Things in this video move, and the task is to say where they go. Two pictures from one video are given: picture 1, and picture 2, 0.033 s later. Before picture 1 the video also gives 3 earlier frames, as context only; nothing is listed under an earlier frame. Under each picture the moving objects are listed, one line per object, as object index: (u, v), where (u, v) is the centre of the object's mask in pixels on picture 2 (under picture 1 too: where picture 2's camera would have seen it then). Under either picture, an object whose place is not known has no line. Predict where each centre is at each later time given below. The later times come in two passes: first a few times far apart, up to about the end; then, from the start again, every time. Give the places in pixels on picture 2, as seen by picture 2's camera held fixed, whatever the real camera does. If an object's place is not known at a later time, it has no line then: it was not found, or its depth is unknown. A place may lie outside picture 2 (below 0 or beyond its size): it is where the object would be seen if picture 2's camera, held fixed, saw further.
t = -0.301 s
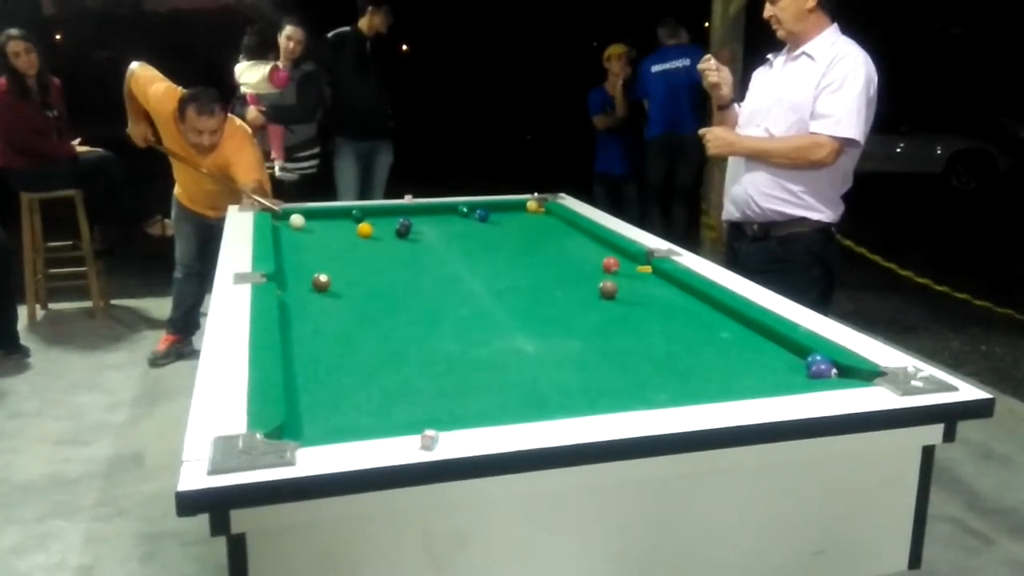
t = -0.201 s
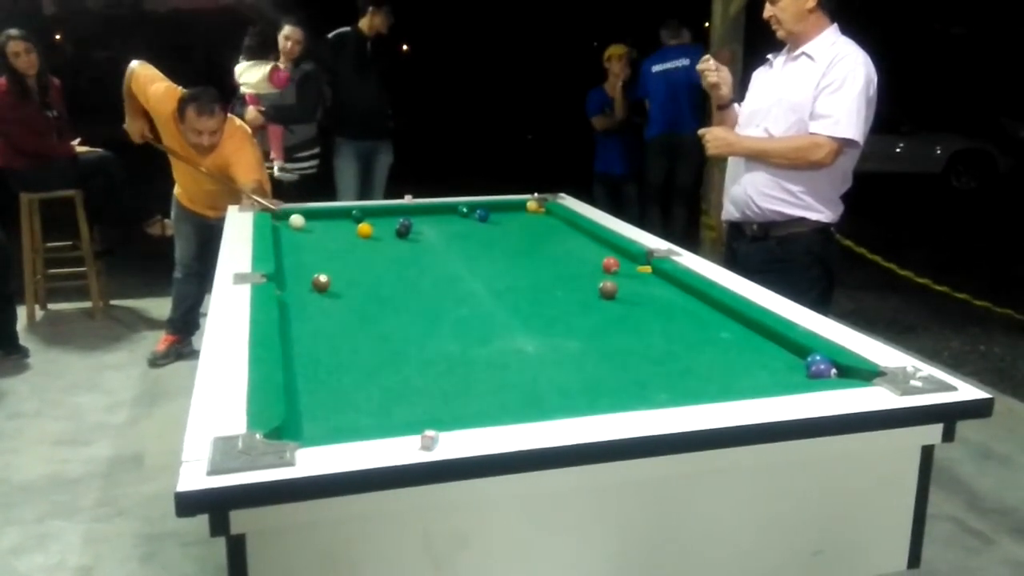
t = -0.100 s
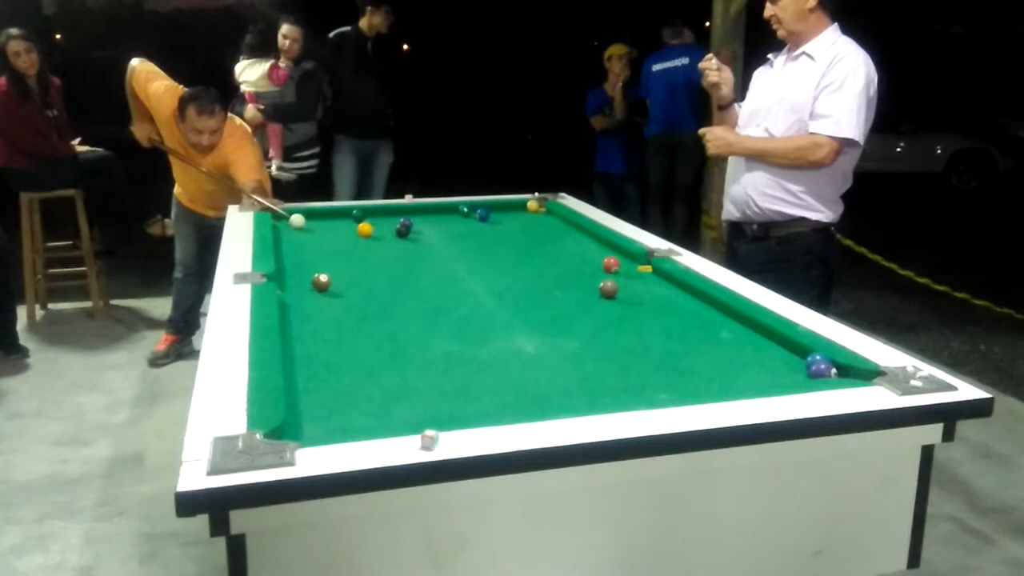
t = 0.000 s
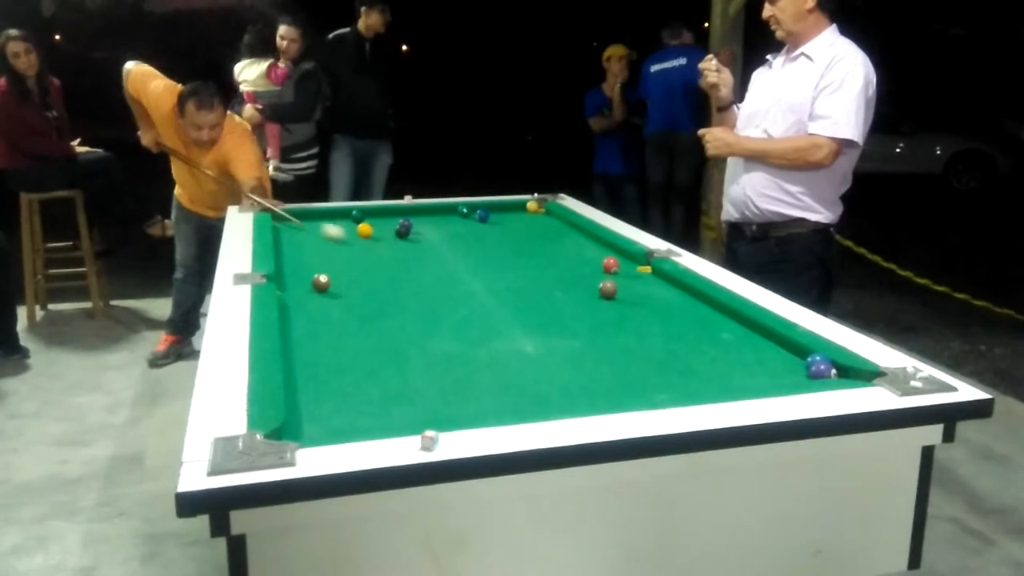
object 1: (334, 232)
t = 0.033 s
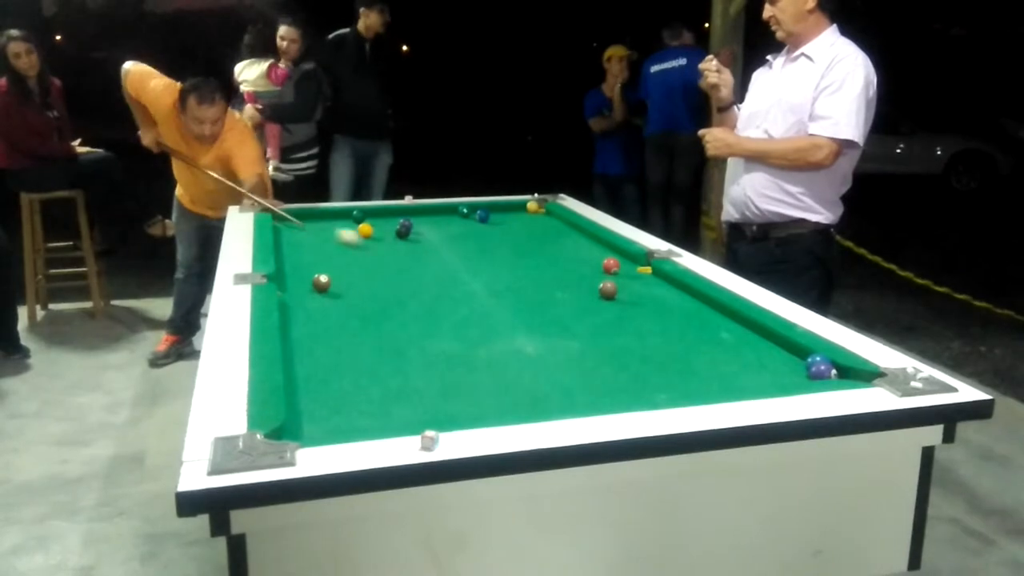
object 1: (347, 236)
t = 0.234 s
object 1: (438, 263)
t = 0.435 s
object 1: (550, 296)
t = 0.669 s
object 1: (730, 350)
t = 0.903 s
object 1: (779, 368)
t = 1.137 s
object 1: (753, 349)
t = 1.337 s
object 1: (734, 334)
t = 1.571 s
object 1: (715, 319)
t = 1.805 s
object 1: (698, 307)
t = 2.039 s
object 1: (684, 296)
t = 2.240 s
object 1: (673, 288)
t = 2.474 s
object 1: (662, 280)
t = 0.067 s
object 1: (363, 241)
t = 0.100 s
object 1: (377, 245)
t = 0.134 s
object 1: (392, 250)
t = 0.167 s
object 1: (408, 254)
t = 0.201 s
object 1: (422, 259)
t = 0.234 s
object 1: (438, 263)
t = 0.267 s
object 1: (455, 269)
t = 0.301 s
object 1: (472, 273)
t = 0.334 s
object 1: (491, 279)
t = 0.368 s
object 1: (510, 285)
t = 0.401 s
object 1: (529, 290)
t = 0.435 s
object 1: (550, 296)
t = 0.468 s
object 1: (572, 303)
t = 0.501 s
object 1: (595, 310)
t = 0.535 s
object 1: (619, 317)
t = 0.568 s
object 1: (643, 324)
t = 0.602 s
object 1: (670, 332)
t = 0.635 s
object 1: (699, 341)
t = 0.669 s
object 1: (730, 350)
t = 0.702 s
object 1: (761, 360)
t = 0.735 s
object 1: (788, 367)
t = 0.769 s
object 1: (796, 371)
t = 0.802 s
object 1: (801, 373)
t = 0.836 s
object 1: (794, 372)
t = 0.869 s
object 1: (786, 370)
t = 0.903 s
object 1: (779, 368)
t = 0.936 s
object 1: (775, 366)
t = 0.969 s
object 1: (771, 362)
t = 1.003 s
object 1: (768, 359)
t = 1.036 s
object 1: (764, 357)
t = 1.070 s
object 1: (760, 354)
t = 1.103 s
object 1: (757, 352)
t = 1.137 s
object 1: (753, 349)
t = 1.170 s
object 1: (750, 346)
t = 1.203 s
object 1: (747, 344)
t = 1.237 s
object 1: (744, 341)
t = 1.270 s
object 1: (740, 339)
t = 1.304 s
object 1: (738, 337)
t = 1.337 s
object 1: (734, 334)
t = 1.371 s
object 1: (731, 332)
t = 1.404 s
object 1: (728, 330)
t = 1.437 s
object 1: (726, 328)
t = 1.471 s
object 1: (723, 325)
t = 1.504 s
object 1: (720, 323)
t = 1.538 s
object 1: (717, 321)
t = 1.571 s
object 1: (715, 319)
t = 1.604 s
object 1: (712, 317)
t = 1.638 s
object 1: (710, 315)
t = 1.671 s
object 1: (707, 314)
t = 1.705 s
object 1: (705, 312)
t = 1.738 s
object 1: (703, 310)
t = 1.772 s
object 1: (700, 308)
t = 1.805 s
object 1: (698, 307)
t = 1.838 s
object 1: (696, 305)
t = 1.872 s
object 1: (694, 304)
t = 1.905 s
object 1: (692, 302)
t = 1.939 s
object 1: (690, 300)
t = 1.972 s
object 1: (688, 299)
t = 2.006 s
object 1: (686, 297)
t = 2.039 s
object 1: (684, 296)
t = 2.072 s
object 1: (682, 294)
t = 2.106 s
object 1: (680, 293)
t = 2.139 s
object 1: (678, 292)
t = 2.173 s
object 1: (677, 290)
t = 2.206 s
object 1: (675, 289)
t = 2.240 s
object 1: (673, 288)
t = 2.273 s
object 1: (671, 286)
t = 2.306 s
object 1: (670, 285)
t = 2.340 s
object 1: (668, 284)
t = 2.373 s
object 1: (666, 283)
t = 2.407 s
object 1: (665, 282)
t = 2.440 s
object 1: (663, 281)
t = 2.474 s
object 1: (662, 280)
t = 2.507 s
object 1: (660, 279)
